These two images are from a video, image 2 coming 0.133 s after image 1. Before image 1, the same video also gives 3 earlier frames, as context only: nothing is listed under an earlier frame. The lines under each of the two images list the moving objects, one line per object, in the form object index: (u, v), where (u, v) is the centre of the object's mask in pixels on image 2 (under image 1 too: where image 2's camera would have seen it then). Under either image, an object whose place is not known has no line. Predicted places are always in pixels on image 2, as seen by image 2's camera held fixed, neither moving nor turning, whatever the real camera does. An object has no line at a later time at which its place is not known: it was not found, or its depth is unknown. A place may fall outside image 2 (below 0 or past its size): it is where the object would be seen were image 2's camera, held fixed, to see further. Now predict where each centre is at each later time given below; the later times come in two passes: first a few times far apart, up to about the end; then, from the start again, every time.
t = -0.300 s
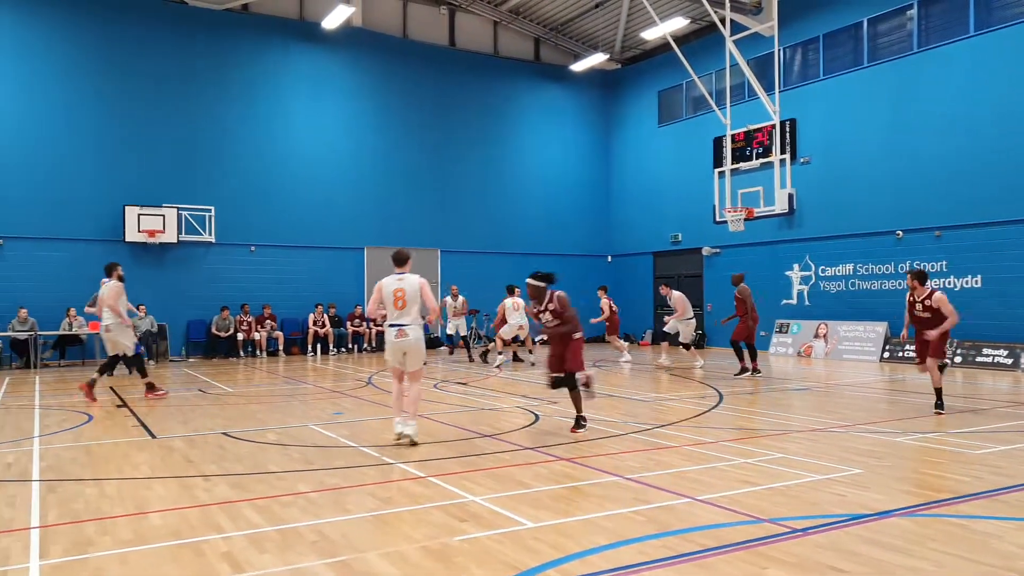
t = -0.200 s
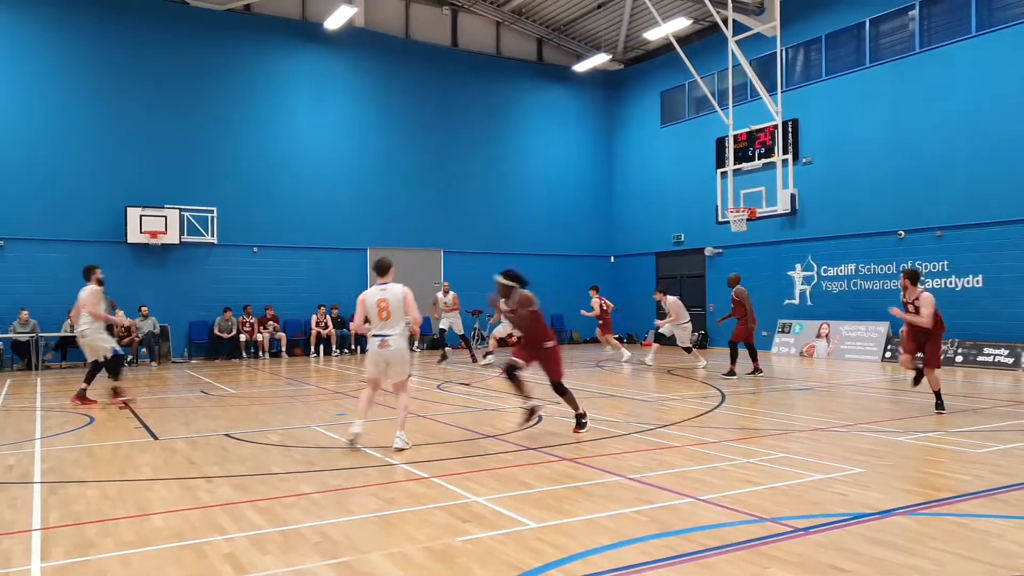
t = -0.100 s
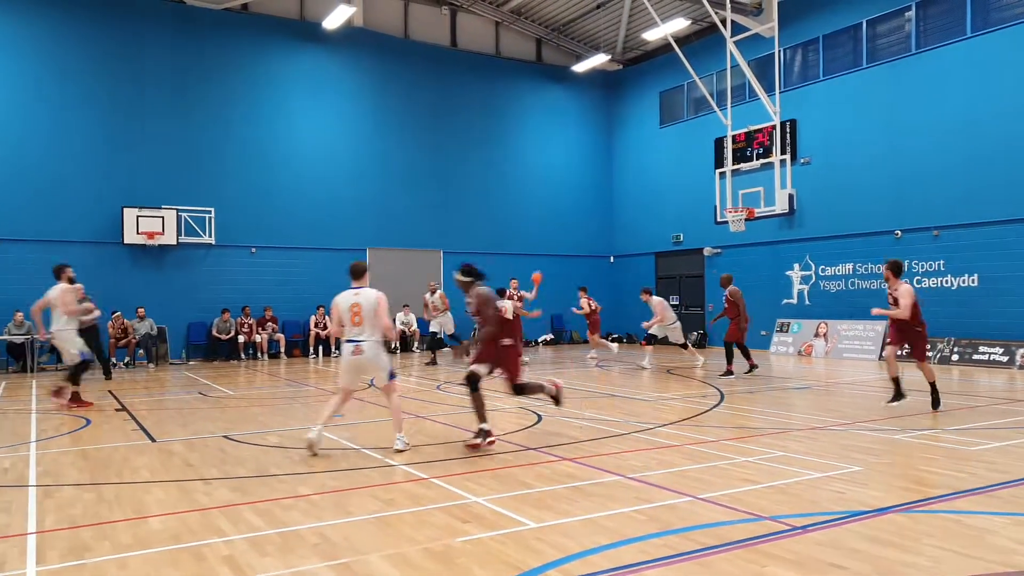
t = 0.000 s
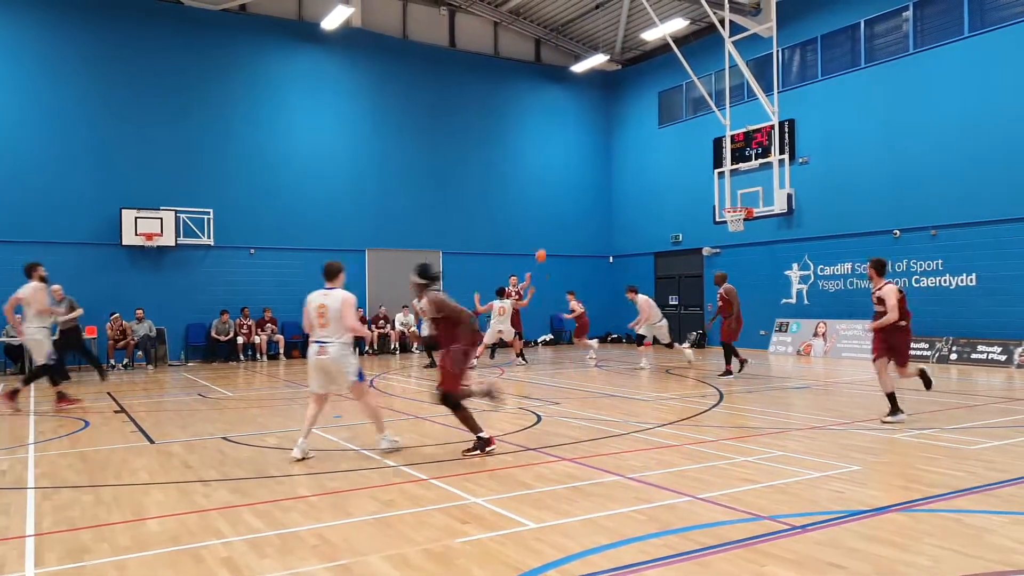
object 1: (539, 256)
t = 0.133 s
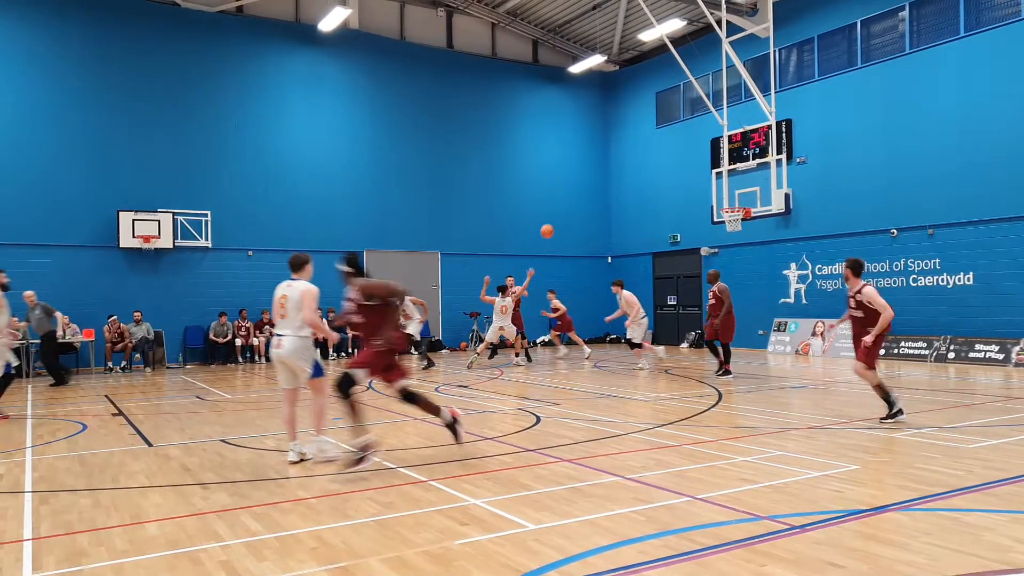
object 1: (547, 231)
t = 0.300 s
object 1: (558, 206)
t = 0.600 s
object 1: (591, 188)
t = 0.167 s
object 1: (549, 225)
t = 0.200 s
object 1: (551, 220)
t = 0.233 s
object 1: (554, 215)
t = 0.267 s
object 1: (556, 210)
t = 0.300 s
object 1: (558, 206)
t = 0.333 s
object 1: (561, 202)
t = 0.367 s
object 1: (564, 198)
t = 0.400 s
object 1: (568, 195)
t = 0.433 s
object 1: (571, 193)
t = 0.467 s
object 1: (575, 191)
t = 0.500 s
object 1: (578, 189)
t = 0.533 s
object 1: (582, 188)
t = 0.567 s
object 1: (586, 188)
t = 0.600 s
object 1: (591, 188)
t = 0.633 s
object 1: (596, 190)
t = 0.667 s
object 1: (601, 192)
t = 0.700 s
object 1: (607, 195)
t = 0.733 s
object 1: (613, 200)
